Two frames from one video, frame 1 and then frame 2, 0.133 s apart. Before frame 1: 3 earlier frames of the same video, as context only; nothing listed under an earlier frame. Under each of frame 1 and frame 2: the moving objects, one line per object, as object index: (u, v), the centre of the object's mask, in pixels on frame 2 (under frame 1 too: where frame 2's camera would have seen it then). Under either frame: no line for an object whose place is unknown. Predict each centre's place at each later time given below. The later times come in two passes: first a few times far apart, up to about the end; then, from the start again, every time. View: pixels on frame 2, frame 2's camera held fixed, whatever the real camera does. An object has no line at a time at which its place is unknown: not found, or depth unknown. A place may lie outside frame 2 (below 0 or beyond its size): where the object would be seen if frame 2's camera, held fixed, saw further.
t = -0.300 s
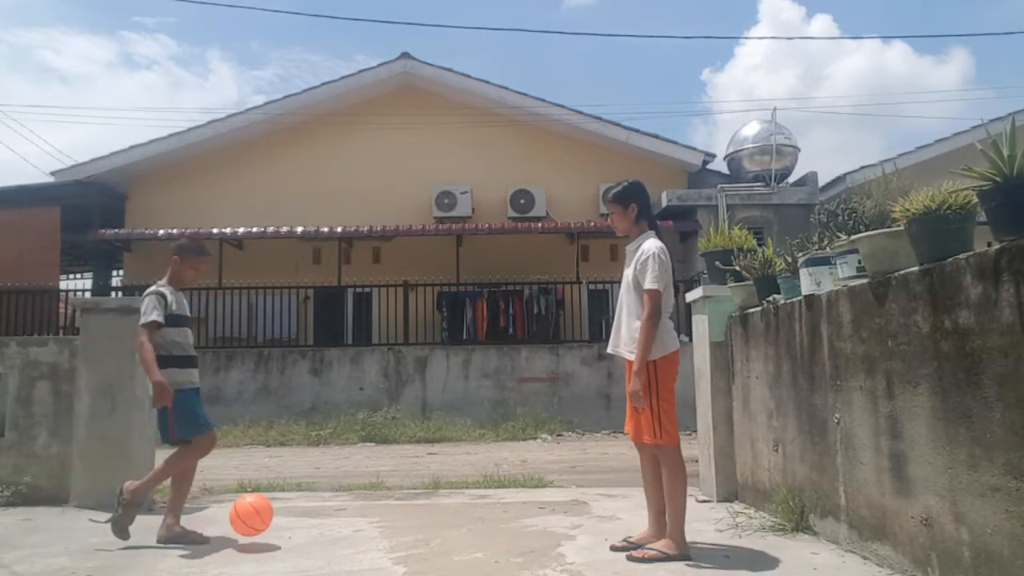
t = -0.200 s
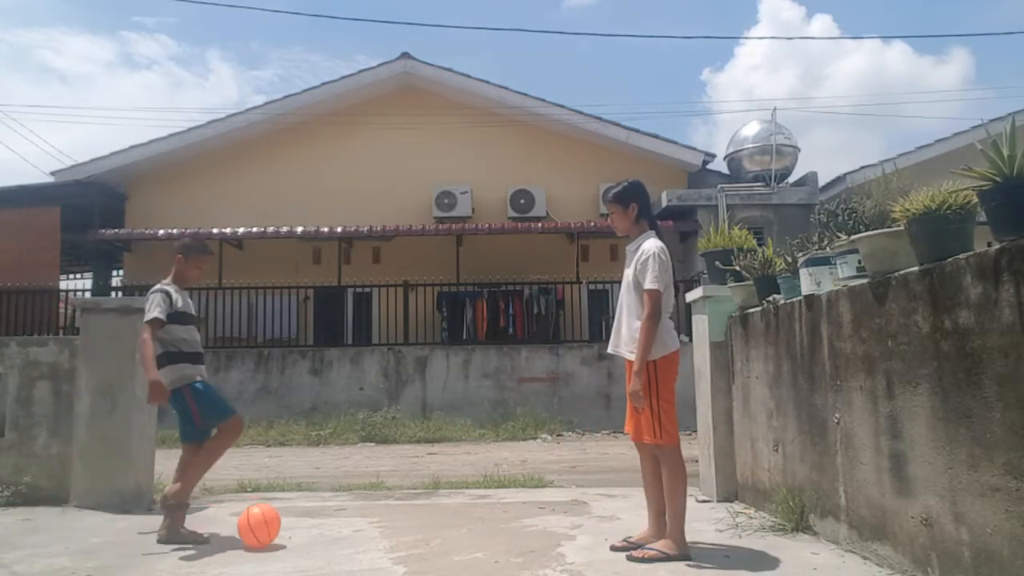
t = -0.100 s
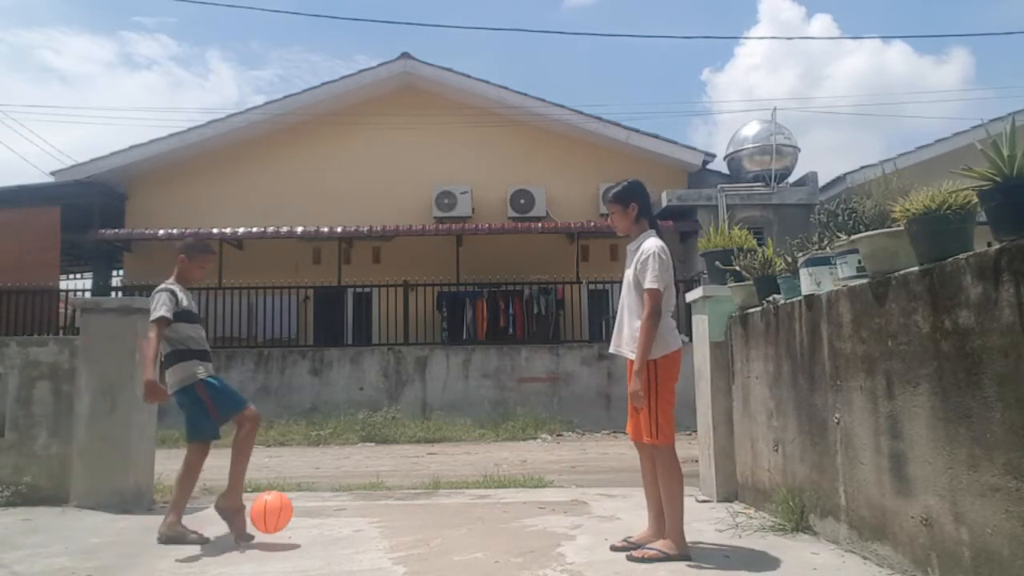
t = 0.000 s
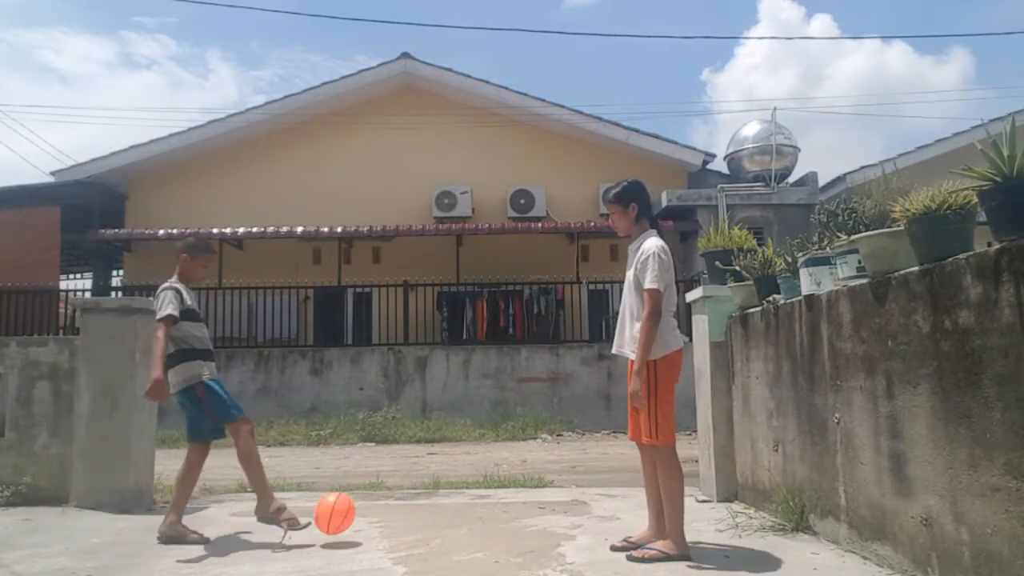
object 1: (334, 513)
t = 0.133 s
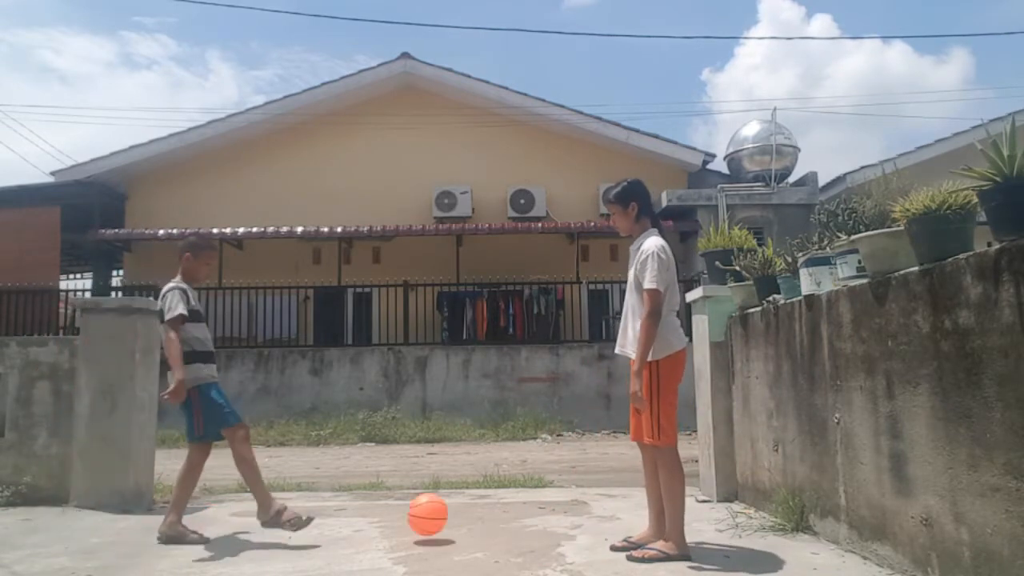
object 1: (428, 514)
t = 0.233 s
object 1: (475, 508)
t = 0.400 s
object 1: (550, 508)
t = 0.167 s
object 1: (444, 510)
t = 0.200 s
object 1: (459, 508)
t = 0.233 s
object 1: (475, 508)
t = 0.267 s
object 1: (490, 510)
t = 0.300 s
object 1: (505, 514)
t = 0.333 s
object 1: (520, 520)
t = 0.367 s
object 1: (536, 514)
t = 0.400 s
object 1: (550, 508)
